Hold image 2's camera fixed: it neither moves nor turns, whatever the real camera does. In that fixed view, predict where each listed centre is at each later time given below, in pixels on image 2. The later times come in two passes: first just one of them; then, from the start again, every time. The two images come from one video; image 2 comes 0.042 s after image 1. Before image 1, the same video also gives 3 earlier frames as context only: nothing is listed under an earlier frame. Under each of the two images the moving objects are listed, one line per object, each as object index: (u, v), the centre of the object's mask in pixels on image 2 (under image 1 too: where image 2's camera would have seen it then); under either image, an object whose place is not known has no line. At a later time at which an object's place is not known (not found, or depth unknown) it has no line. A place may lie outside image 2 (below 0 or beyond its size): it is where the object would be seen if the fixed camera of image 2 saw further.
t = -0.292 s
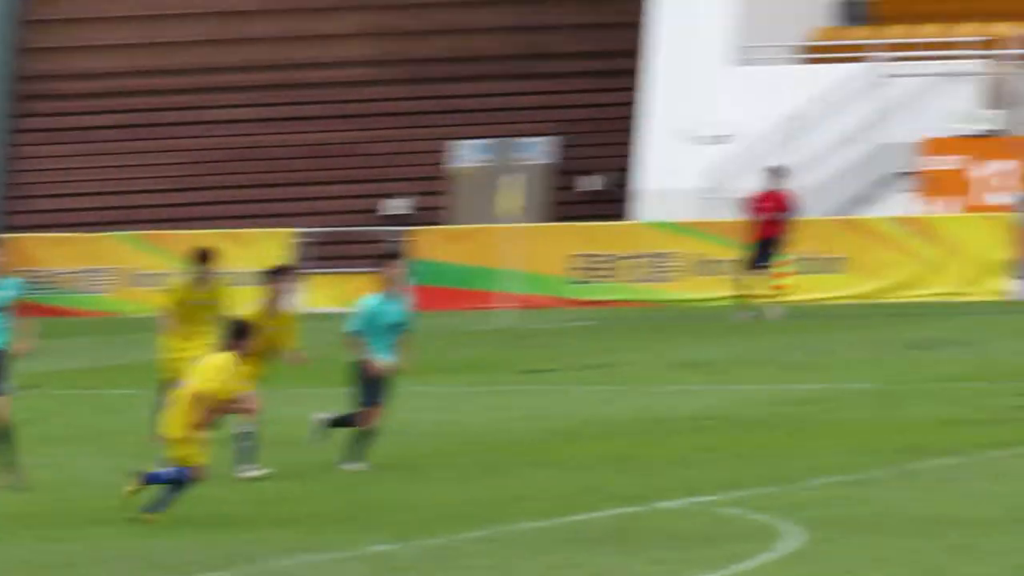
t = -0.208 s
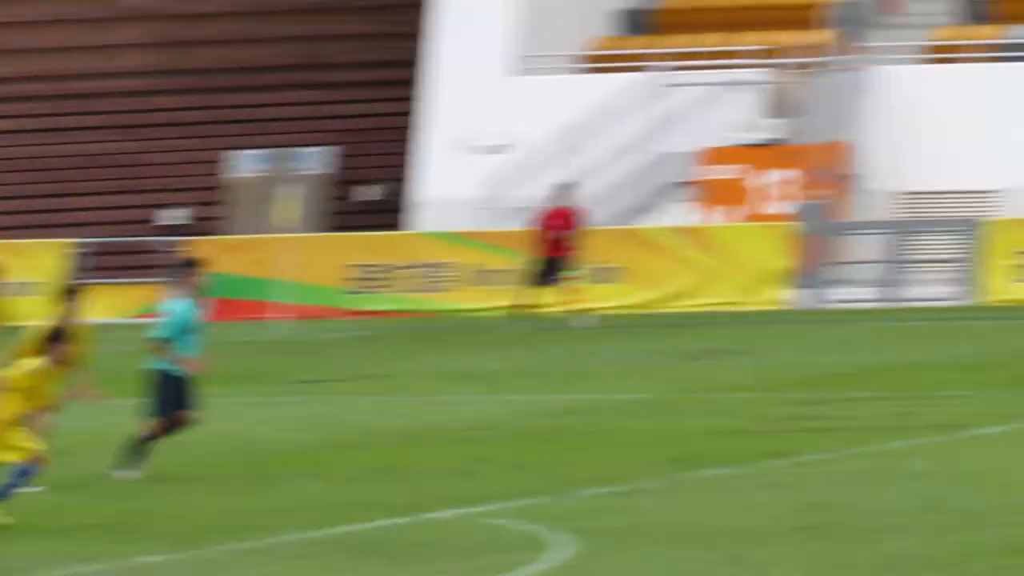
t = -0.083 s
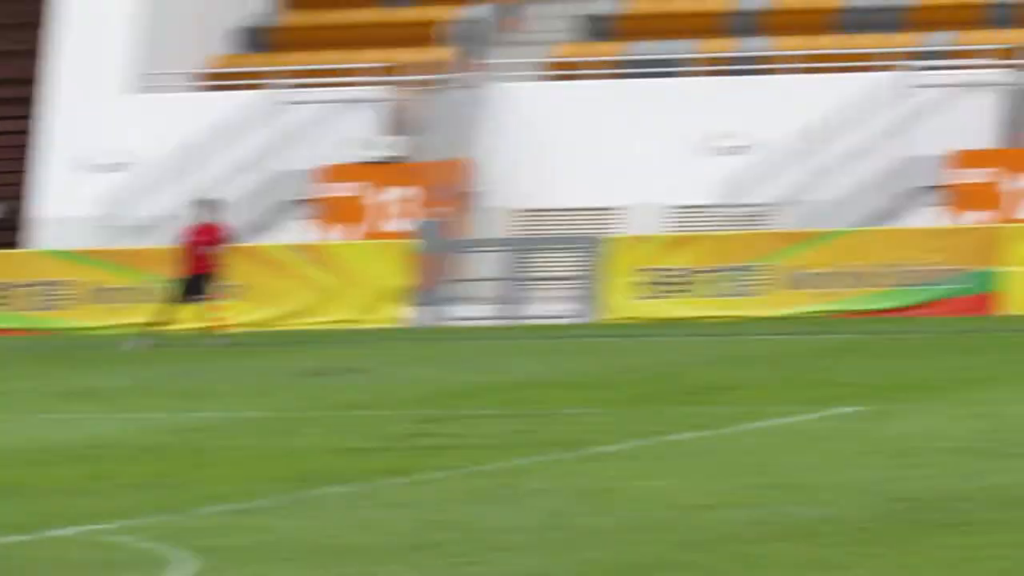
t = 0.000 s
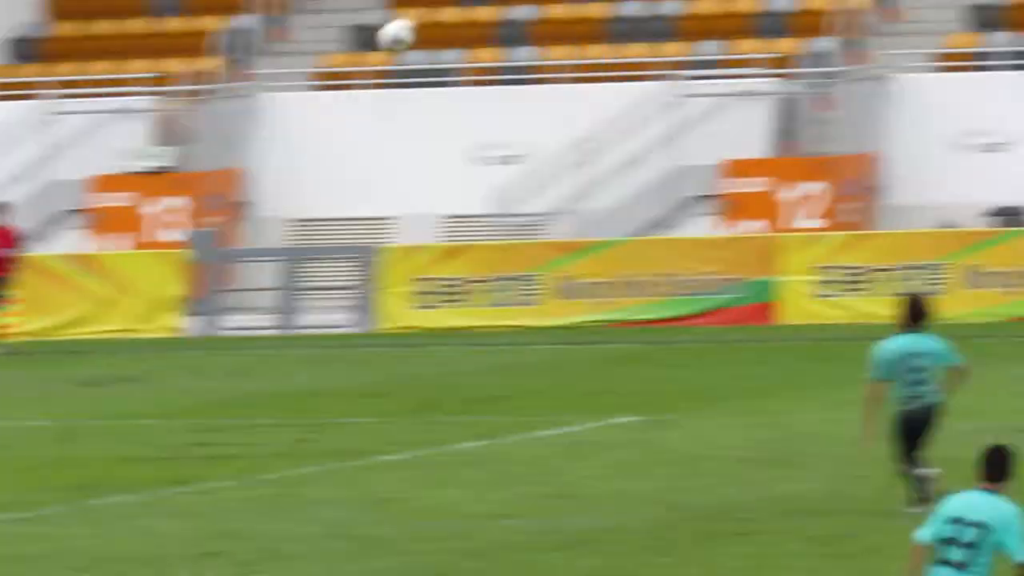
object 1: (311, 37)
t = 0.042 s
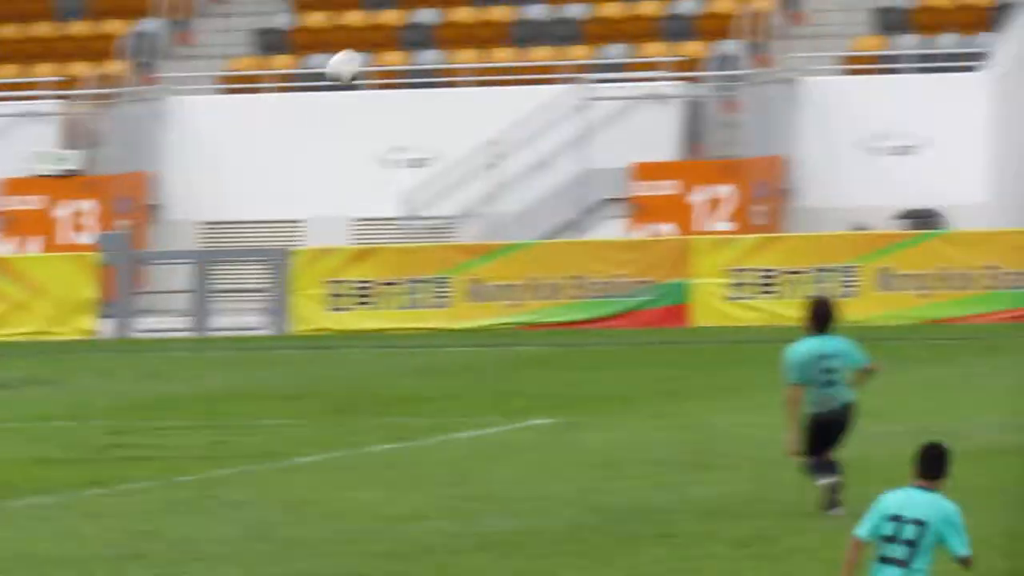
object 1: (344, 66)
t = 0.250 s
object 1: (547, 246)
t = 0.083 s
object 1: (381, 99)
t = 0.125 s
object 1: (420, 135)
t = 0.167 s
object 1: (461, 168)
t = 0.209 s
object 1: (504, 207)
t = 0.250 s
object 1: (547, 246)
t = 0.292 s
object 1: (590, 287)
